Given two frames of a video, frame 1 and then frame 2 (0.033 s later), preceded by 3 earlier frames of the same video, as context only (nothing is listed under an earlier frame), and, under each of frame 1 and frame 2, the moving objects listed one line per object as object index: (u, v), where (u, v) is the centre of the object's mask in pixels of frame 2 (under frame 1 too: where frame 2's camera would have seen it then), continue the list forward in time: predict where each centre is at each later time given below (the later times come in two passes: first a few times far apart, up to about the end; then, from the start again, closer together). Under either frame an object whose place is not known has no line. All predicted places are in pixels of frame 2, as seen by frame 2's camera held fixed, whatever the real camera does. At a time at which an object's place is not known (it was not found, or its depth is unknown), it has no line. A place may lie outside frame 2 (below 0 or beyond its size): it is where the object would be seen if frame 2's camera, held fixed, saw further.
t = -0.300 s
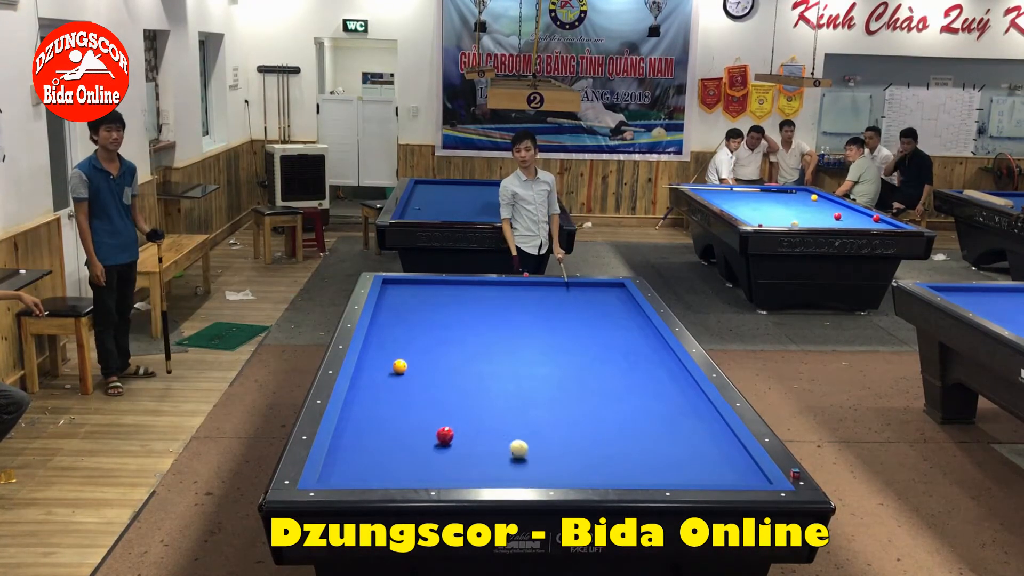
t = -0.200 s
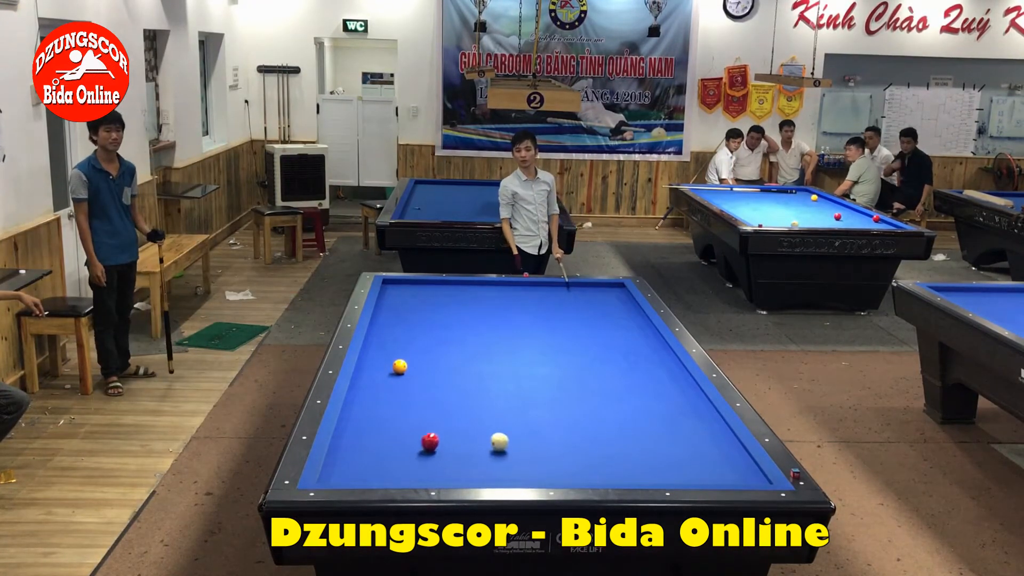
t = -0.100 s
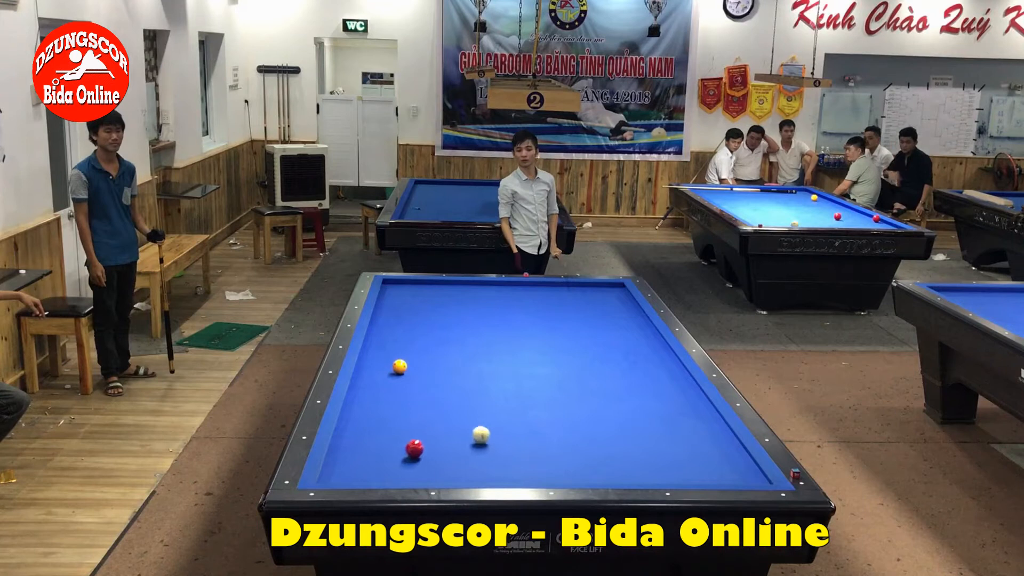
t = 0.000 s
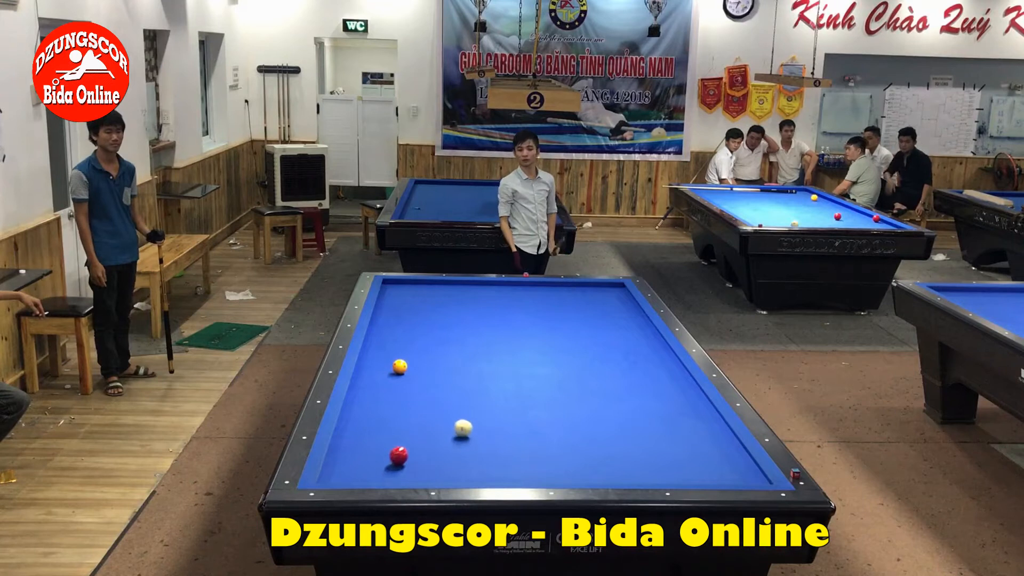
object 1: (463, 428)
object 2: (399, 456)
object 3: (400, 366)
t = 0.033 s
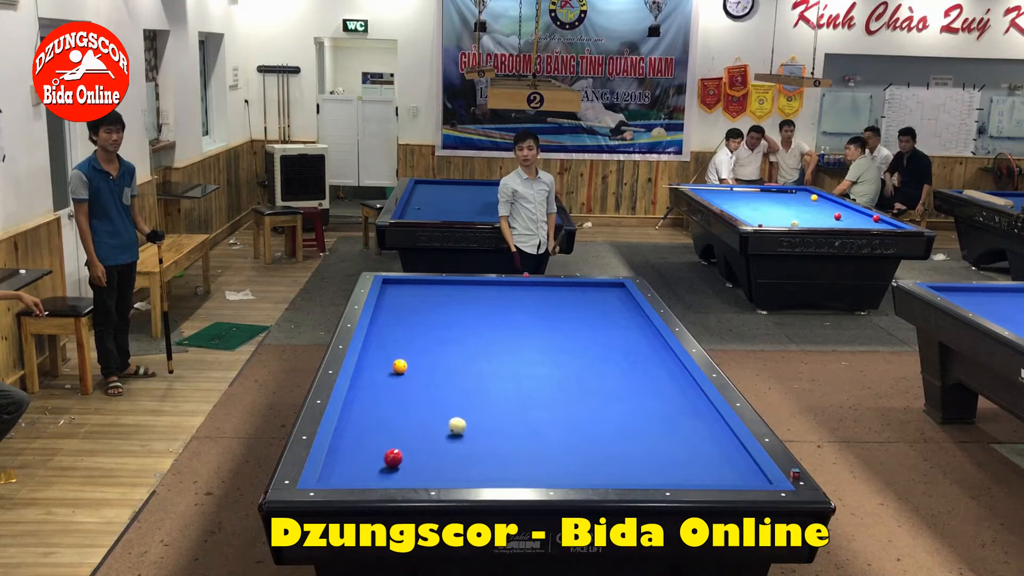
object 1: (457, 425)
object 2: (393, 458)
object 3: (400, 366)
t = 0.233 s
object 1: (424, 413)
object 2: (359, 473)
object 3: (400, 366)
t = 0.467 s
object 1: (388, 400)
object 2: (329, 475)
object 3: (400, 366)
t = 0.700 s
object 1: (356, 388)
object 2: (347, 467)
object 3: (400, 366)
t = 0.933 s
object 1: (381, 377)
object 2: (363, 458)
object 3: (400, 367)
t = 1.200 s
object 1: (399, 370)
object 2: (379, 450)
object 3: (405, 361)
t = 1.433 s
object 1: (409, 369)
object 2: (393, 443)
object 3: (411, 355)
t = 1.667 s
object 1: (419, 367)
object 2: (406, 436)
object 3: (418, 350)
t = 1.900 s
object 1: (427, 365)
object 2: (418, 430)
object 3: (424, 344)
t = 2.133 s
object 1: (436, 364)
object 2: (428, 425)
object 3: (430, 339)
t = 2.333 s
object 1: (442, 363)
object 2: (437, 420)
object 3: (434, 335)
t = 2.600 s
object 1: (451, 361)
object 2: (448, 414)
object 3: (440, 330)
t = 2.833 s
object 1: (457, 360)
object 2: (457, 410)
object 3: (445, 326)
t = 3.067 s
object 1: (463, 359)
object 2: (465, 406)
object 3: (450, 322)
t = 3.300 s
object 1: (468, 358)
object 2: (473, 402)
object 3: (454, 318)
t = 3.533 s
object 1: (473, 357)
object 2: (481, 398)
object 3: (458, 315)
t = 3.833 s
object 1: (479, 355)
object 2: (489, 394)
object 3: (463, 311)
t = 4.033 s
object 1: (482, 355)
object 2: (494, 392)
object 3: (467, 309)
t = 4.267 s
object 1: (486, 354)
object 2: (500, 389)
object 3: (470, 306)
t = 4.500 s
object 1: (489, 354)
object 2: (505, 386)
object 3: (473, 303)
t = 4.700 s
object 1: (491, 353)
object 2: (509, 385)
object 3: (476, 301)
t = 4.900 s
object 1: (493, 353)
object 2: (513, 382)
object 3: (479, 299)
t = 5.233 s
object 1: (495, 352)
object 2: (519, 380)
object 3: (483, 296)
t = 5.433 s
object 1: (496, 352)
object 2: (522, 378)
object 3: (485, 295)
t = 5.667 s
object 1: (497, 352)
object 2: (525, 376)
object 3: (487, 293)
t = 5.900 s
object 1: (497, 352)
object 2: (528, 375)
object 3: (490, 291)
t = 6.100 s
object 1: (497, 352)
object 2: (530, 374)
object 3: (492, 290)
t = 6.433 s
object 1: (497, 352)
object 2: (534, 373)
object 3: (494, 288)
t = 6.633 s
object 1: (497, 352)
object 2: (535, 372)
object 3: (496, 287)
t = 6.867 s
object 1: (497, 352)
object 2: (537, 371)
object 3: (497, 285)
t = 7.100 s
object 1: (497, 352)
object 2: (538, 370)
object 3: (499, 284)
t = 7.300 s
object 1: (497, 352)
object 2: (539, 370)
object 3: (500, 283)
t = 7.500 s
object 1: (497, 352)
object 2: (539, 370)
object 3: (501, 283)
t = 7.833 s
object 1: (497, 352)
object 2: (540, 369)
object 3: (502, 283)
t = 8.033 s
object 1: (497, 352)
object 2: (540, 369)
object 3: (503, 283)
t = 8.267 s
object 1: (497, 352)
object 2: (540, 369)
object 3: (504, 283)
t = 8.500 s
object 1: (497, 352)
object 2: (540, 369)
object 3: (504, 284)
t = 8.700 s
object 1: (497, 352)
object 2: (540, 369)
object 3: (505, 284)
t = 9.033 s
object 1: (497, 352)
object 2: (540, 370)
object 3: (505, 284)
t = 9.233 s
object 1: (497, 352)
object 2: (540, 369)
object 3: (505, 284)
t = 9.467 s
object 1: (497, 352)
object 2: (540, 370)
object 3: (505, 284)
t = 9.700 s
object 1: (497, 352)
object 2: (540, 369)
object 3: (505, 284)
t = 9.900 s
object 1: (497, 352)
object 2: (540, 369)
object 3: (505, 284)
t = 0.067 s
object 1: (452, 424)
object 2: (388, 460)
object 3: (400, 366)
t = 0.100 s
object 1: (446, 421)
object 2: (382, 463)
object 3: (400, 366)
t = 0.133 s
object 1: (440, 419)
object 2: (376, 466)
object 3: (400, 366)
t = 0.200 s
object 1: (429, 415)
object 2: (365, 471)
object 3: (400, 366)
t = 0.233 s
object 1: (424, 413)
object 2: (359, 473)
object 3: (400, 366)
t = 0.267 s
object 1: (418, 411)
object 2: (354, 475)
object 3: (400, 366)
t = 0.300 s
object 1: (413, 409)
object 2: (348, 476)
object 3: (400, 366)
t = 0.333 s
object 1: (408, 407)
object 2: (342, 477)
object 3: (400, 366)
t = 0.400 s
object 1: (398, 404)
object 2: (334, 476)
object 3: (400, 366)
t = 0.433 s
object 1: (393, 402)
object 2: (331, 475)
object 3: (400, 366)
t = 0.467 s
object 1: (388, 400)
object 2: (329, 475)
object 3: (400, 366)
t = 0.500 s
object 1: (383, 398)
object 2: (332, 474)
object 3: (400, 366)
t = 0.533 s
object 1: (378, 396)
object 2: (335, 473)
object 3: (400, 366)
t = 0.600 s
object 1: (368, 393)
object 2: (340, 470)
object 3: (400, 366)
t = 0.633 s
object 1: (363, 391)
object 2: (342, 469)
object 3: (400, 366)
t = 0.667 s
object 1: (359, 390)
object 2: (345, 468)
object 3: (400, 366)
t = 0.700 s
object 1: (356, 388)
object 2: (347, 467)
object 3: (400, 366)
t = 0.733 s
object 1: (360, 386)
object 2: (349, 465)
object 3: (400, 366)
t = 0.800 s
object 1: (369, 383)
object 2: (354, 463)
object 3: (400, 366)
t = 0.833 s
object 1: (372, 381)
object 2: (356, 462)
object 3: (400, 366)
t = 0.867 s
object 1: (375, 380)
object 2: (358, 461)
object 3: (400, 367)
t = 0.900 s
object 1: (378, 379)
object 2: (360, 459)
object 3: (400, 366)
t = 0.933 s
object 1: (381, 377)
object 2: (363, 458)
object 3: (400, 367)
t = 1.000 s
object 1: (387, 374)
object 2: (367, 456)
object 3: (400, 367)
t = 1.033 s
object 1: (390, 373)
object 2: (369, 455)
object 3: (400, 366)
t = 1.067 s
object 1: (393, 371)
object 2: (371, 454)
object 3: (401, 365)
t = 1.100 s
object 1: (395, 371)
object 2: (373, 453)
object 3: (402, 364)
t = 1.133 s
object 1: (396, 371)
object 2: (375, 451)
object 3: (403, 363)
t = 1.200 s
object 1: (399, 370)
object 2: (379, 450)
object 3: (405, 361)
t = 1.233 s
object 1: (400, 370)
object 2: (381, 449)
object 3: (406, 360)
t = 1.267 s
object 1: (402, 370)
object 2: (383, 447)
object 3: (407, 359)
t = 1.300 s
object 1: (403, 370)
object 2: (385, 446)
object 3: (408, 358)
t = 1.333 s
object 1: (405, 370)
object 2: (387, 446)
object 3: (409, 357)
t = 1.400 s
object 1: (408, 369)
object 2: (391, 443)
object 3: (410, 356)
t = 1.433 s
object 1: (409, 369)
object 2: (393, 443)
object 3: (411, 355)
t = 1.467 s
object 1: (410, 369)
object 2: (395, 442)
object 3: (412, 355)
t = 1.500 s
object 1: (412, 368)
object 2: (397, 441)
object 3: (413, 354)
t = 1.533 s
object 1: (413, 368)
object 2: (399, 440)
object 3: (414, 353)
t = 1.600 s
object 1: (416, 367)
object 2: (402, 438)
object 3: (416, 352)
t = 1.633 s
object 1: (417, 367)
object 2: (404, 437)
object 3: (417, 351)
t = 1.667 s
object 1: (419, 367)
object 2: (406, 436)
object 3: (418, 350)
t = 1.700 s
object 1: (420, 367)
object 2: (407, 435)
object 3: (419, 349)
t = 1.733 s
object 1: (421, 366)
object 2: (409, 434)
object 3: (420, 348)
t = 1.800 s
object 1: (424, 366)
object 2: (413, 433)
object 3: (421, 347)
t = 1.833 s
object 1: (425, 366)
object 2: (414, 432)
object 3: (422, 346)
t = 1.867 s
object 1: (426, 365)
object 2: (416, 431)
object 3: (423, 345)
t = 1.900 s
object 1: (427, 365)
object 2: (418, 430)
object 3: (424, 344)
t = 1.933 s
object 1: (429, 365)
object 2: (419, 429)
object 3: (425, 344)
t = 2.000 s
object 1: (431, 365)
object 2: (422, 427)
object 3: (426, 342)
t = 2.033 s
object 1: (432, 364)
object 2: (424, 427)
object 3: (427, 341)
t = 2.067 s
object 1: (433, 364)
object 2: (425, 426)
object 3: (428, 341)
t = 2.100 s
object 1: (435, 364)
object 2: (427, 425)
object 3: (429, 340)
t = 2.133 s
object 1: (436, 364)
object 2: (428, 425)
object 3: (430, 339)
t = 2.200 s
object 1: (438, 363)
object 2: (431, 423)
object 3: (431, 338)
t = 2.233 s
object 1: (439, 363)
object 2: (433, 422)
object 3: (432, 337)
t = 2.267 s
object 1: (440, 363)
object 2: (434, 422)
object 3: (433, 336)
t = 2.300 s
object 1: (441, 363)
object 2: (436, 421)
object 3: (434, 336)
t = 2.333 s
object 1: (442, 363)
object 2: (437, 420)
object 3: (434, 335)
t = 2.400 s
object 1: (444, 362)
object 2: (440, 419)
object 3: (436, 334)
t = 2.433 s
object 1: (445, 362)
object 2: (441, 418)
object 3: (437, 333)
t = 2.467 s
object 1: (447, 362)
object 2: (443, 417)
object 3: (437, 333)
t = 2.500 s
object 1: (448, 362)
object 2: (444, 416)
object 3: (438, 332)
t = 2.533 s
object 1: (448, 362)
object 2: (446, 416)
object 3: (439, 331)
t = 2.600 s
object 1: (451, 361)
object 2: (448, 414)
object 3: (440, 330)
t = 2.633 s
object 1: (451, 361)
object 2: (450, 414)
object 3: (441, 330)
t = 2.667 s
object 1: (452, 361)
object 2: (451, 413)
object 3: (442, 329)
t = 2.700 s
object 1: (453, 361)
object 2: (452, 412)
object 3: (443, 328)
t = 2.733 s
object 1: (454, 361)
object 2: (453, 412)
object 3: (443, 328)
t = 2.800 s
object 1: (456, 360)
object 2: (456, 411)
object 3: (445, 327)
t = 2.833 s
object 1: (457, 360)
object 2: (457, 410)
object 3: (445, 326)
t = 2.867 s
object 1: (458, 360)
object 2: (458, 410)
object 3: (446, 326)
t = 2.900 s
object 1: (459, 360)
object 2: (460, 409)
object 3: (447, 325)
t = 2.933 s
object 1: (459, 359)
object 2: (461, 408)
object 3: (447, 324)
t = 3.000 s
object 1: (461, 359)
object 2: (463, 407)
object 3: (449, 323)
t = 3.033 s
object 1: (462, 359)
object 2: (464, 406)
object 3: (449, 323)
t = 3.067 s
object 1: (463, 359)
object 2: (465, 406)
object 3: (450, 322)
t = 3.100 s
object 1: (464, 359)
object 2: (467, 405)
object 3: (450, 322)
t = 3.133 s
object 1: (465, 358)
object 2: (468, 405)
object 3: (451, 321)
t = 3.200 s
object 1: (466, 358)
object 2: (470, 404)
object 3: (452, 320)
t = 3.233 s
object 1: (467, 358)
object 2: (471, 403)
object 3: (453, 319)
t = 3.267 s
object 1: (468, 358)
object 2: (472, 402)
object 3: (454, 319)
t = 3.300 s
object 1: (468, 358)
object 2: (473, 402)
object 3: (454, 318)
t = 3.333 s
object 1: (469, 358)
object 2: (474, 401)
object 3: (455, 318)
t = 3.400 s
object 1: (470, 358)
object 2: (476, 401)
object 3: (456, 317)
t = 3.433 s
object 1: (471, 357)
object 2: (478, 400)
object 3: (457, 317)
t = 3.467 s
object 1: (472, 357)
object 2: (478, 400)
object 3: (457, 316)
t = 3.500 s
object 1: (472, 357)
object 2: (479, 399)
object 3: (458, 316)
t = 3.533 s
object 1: (473, 357)
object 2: (481, 398)
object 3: (458, 315)
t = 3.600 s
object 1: (474, 357)
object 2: (482, 398)
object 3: (459, 314)
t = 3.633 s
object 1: (475, 356)
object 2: (483, 397)
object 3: (460, 314)
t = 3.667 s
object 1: (476, 356)
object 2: (484, 396)
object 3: (461, 313)
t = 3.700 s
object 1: (476, 356)
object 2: (485, 396)
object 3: (461, 313)
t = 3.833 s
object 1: (479, 355)
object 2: (489, 394)
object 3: (463, 311)
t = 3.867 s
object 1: (479, 355)
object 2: (490, 394)
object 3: (464, 311)
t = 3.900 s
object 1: (480, 355)
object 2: (491, 393)
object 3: (464, 310)
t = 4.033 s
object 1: (482, 355)
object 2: (494, 392)
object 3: (467, 309)
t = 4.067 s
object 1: (483, 355)
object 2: (495, 391)
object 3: (467, 308)
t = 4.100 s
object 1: (483, 355)
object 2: (496, 391)
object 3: (467, 308)
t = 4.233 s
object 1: (485, 354)
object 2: (499, 389)
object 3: (469, 306)
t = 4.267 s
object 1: (486, 354)
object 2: (500, 389)
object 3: (470, 306)
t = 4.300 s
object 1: (486, 354)
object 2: (501, 389)
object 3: (470, 306)
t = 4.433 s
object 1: (488, 354)
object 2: (504, 387)
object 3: (472, 304)
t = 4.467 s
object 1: (488, 354)
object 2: (504, 387)
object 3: (473, 304)
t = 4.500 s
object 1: (489, 354)
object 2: (505, 386)
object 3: (473, 303)
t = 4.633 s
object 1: (490, 353)
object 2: (508, 385)
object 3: (475, 302)
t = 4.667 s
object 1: (490, 353)
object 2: (508, 385)
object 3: (475, 302)
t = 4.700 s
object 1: (491, 353)
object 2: (509, 385)
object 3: (476, 301)
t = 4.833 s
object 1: (492, 353)
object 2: (512, 383)
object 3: (478, 300)
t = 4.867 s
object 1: (493, 353)
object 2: (512, 383)
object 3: (478, 300)
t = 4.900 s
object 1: (493, 353)
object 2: (513, 382)
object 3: (479, 299)
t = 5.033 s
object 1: (494, 353)
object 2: (515, 381)
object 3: (480, 298)
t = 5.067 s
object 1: (494, 352)
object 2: (516, 381)
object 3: (481, 298)
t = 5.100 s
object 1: (494, 352)
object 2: (517, 381)
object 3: (481, 297)
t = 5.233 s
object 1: (495, 352)
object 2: (519, 380)
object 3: (483, 296)
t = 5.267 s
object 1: (496, 352)
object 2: (519, 379)
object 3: (483, 296)
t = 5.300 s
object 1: (496, 352)
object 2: (520, 379)
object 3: (484, 296)
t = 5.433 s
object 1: (496, 352)
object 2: (522, 378)
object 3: (485, 295)
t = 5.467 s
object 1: (496, 352)
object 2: (522, 378)
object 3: (485, 294)
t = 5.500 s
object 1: (497, 352)
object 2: (523, 378)
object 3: (486, 294)
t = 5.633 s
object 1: (497, 352)
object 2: (525, 377)
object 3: (487, 293)
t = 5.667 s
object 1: (497, 352)
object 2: (525, 376)
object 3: (487, 293)
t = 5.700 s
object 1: (497, 352)
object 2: (526, 376)
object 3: (488, 293)
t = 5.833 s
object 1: (497, 352)
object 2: (527, 376)
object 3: (489, 292)
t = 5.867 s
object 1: (497, 352)
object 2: (528, 376)
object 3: (489, 291)
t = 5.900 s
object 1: (497, 352)
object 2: (528, 375)
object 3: (490, 291)
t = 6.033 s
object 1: (497, 352)
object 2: (530, 374)
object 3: (491, 290)
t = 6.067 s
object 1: (497, 352)
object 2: (530, 374)
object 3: (491, 290)
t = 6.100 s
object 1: (497, 352)
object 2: (530, 374)
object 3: (492, 290)
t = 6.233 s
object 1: (497, 352)
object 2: (532, 374)
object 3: (493, 289)
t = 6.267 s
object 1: (497, 352)
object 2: (532, 373)
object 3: (493, 289)
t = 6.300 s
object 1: (497, 352)
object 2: (532, 373)
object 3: (493, 289)
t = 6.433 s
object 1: (497, 352)
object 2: (534, 373)
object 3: (494, 288)
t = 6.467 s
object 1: (497, 352)
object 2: (534, 373)
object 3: (494, 288)
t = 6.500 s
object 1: (497, 352)
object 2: (534, 372)
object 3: (495, 287)
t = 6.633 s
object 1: (497, 352)
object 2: (535, 372)
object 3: (496, 287)
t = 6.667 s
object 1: (497, 352)
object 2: (535, 371)
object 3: (496, 286)
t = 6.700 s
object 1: (497, 352)
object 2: (536, 372)
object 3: (496, 286)
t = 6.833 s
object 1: (497, 352)
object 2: (537, 371)
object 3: (497, 286)
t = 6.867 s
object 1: (497, 352)
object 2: (537, 371)
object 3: (497, 285)
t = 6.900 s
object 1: (497, 352)
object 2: (537, 371)
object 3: (497, 285)
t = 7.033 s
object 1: (497, 352)
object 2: (538, 371)
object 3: (498, 285)
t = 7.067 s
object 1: (497, 352)
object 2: (538, 370)
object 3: (498, 285)
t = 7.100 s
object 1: (497, 352)
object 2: (538, 370)
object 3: (499, 284)
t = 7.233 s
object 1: (497, 352)
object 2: (539, 370)
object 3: (499, 284)
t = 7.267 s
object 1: (497, 352)
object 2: (539, 370)
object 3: (499, 284)
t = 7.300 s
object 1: (497, 352)
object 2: (539, 370)
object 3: (500, 283)
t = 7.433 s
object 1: (497, 352)
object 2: (539, 370)
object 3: (500, 283)
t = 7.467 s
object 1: (497, 352)
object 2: (539, 370)
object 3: (501, 283)
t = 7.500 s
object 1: (497, 352)
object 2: (539, 370)
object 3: (501, 283)
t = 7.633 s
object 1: (497, 352)
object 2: (539, 370)
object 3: (501, 283)
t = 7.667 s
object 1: (497, 352)
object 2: (540, 370)
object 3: (502, 283)
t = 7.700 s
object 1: (497, 352)
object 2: (540, 370)
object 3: (502, 283)
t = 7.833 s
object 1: (497, 352)
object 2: (540, 369)
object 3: (502, 283)
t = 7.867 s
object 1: (497, 352)
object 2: (540, 369)
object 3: (502, 283)
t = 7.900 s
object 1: (497, 352)
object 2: (540, 369)
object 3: (502, 283)
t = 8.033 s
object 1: (497, 352)
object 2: (540, 369)
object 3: (503, 283)
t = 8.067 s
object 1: (497, 352)
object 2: (540, 369)
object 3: (503, 283)
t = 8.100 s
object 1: (497, 352)
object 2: (540, 369)
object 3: (503, 283)
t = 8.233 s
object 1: (497, 352)
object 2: (540, 369)
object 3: (504, 283)
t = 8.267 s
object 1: (497, 352)
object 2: (540, 369)
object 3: (504, 283)
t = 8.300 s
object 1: (497, 352)
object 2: (540, 370)
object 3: (504, 283)
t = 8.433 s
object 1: (497, 352)
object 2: (540, 369)
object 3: (504, 284)
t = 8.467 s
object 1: (497, 352)
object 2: (540, 370)
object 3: (504, 284)
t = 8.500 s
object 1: (497, 352)
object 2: (540, 369)
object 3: (504, 284)
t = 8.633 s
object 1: (497, 352)
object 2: (540, 369)
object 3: (505, 284)
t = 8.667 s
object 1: (497, 352)
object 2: (540, 369)
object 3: (505, 284)
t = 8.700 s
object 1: (497, 352)
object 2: (540, 369)
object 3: (505, 284)
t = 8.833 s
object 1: (497, 352)
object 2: (540, 369)
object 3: (505, 284)
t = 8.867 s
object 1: (497, 352)
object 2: (540, 369)
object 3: (505, 284)
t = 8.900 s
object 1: (497, 352)
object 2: (540, 370)
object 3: (505, 284)
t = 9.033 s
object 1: (497, 352)
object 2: (540, 370)
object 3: (505, 284)
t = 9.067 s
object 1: (497, 352)
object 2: (540, 369)
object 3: (505, 284)
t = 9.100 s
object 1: (497, 352)
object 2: (540, 369)
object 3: (505, 284)
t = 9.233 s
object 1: (497, 352)
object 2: (540, 369)
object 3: (505, 284)
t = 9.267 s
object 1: (497, 352)
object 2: (540, 369)
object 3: (505, 284)
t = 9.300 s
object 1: (497, 352)
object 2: (540, 369)
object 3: (505, 284)
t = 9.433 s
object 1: (497, 352)
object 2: (540, 369)
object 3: (505, 284)
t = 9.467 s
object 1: (497, 352)
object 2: (540, 370)
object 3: (505, 284)
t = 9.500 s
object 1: (497, 352)
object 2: (540, 369)
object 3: (505, 284)
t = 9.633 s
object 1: (497, 352)
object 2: (540, 369)
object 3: (505, 284)
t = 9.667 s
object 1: (497, 352)
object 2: (540, 369)
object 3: (505, 284)
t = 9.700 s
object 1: (497, 352)
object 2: (540, 369)
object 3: (505, 284)
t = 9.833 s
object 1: (497, 352)
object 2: (540, 369)
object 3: (505, 284)
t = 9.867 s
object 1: (497, 352)
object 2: (540, 370)
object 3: (505, 284)
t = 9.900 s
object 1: (497, 352)
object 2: (540, 369)
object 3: (505, 284)
